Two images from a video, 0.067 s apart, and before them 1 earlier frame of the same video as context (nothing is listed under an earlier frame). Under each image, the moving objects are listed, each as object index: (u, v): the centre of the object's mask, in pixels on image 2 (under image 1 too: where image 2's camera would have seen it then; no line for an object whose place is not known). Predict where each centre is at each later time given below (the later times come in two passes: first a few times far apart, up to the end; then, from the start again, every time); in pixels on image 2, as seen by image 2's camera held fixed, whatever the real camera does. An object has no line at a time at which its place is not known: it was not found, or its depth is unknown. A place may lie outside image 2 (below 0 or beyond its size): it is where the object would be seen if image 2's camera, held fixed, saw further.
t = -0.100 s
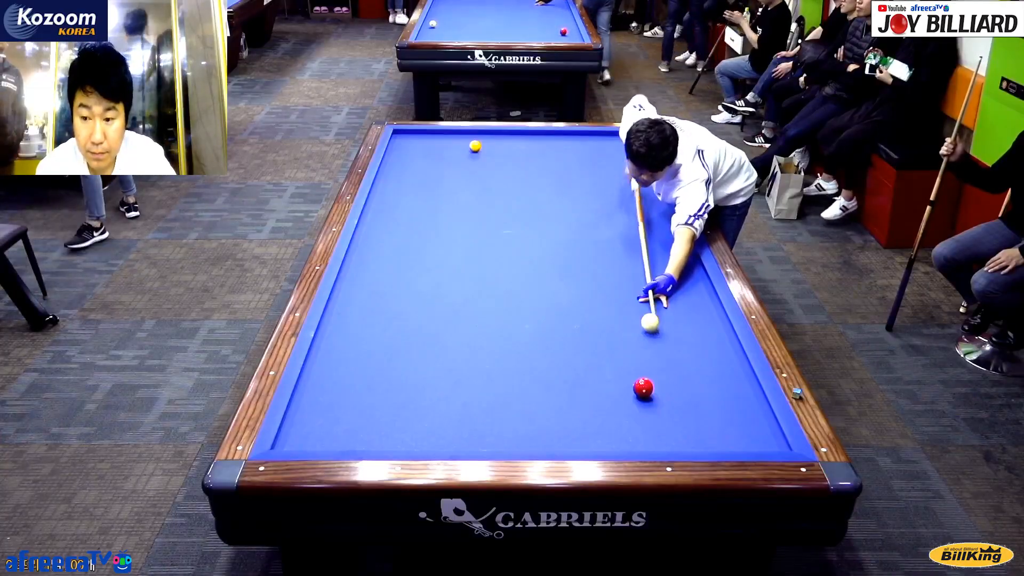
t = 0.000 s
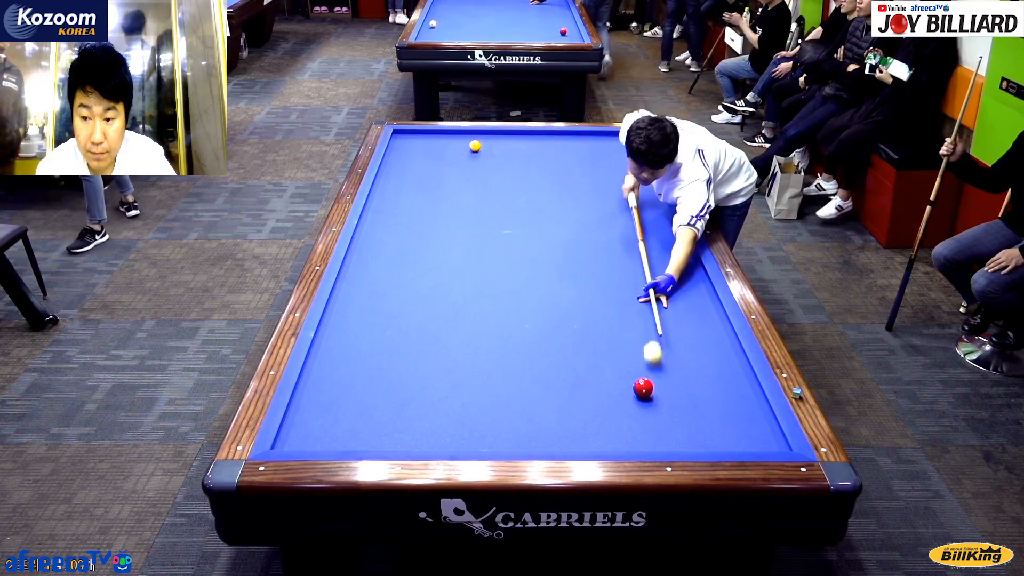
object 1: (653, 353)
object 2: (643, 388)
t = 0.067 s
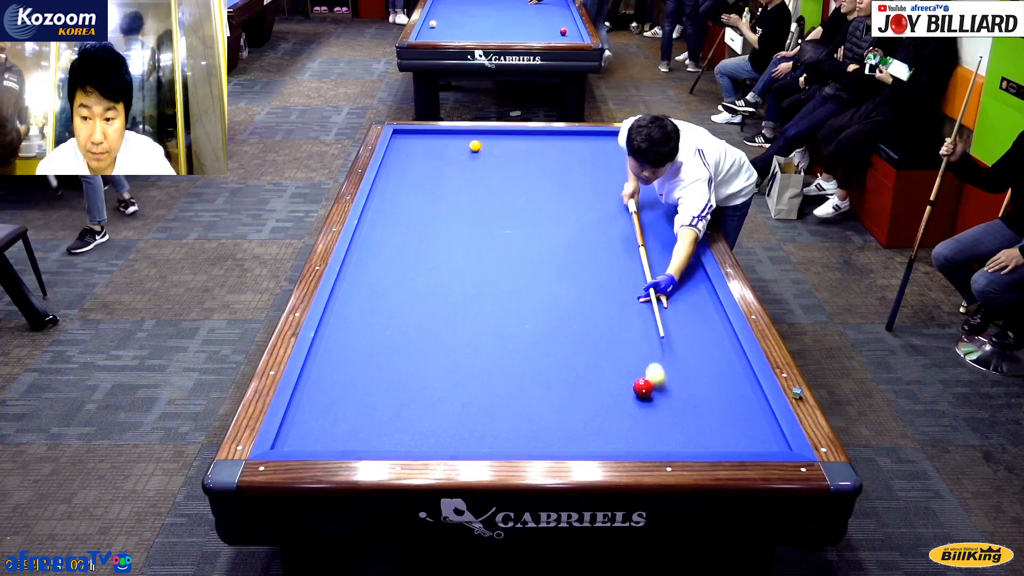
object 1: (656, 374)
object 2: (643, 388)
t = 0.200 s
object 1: (694, 405)
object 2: (611, 405)
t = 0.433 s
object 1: (757, 430)
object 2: (560, 433)
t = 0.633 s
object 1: (733, 400)
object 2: (520, 437)
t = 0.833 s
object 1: (695, 375)
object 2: (487, 424)
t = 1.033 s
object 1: (660, 352)
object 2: (456, 412)
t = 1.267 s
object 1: (623, 328)
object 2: (422, 399)
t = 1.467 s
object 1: (595, 309)
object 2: (394, 388)
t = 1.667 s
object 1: (569, 293)
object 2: (368, 378)
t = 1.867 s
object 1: (545, 277)
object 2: (343, 368)
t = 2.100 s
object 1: (519, 261)
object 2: (316, 358)
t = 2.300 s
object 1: (499, 247)
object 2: (333, 349)
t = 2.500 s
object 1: (480, 235)
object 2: (349, 341)
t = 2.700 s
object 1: (463, 224)
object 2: (365, 333)
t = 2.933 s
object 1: (444, 211)
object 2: (382, 324)
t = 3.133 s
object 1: (430, 202)
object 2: (396, 318)
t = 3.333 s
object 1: (416, 193)
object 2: (410, 311)
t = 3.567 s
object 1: (401, 182)
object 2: (424, 304)
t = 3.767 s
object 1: (388, 174)
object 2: (436, 299)
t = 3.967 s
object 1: (388, 168)
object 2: (446, 293)
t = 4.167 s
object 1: (397, 162)
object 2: (457, 288)
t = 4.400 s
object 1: (406, 157)
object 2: (469, 282)
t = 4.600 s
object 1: (413, 152)
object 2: (478, 278)
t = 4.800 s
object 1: (421, 147)
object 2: (487, 273)
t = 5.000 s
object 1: (428, 143)
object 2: (495, 269)
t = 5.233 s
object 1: (435, 138)
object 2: (505, 265)
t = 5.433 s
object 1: (441, 135)
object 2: (512, 261)
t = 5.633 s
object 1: (447, 132)
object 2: (520, 258)
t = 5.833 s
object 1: (450, 133)
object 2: (527, 255)
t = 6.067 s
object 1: (453, 136)
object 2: (534, 251)
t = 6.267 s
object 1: (456, 138)
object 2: (540, 248)
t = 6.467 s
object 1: (458, 140)
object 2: (546, 245)
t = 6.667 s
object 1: (461, 142)
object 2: (551, 243)
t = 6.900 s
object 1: (463, 144)
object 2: (557, 240)
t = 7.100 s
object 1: (464, 145)
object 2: (562, 238)
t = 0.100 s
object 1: (663, 383)
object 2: (637, 390)
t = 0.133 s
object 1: (673, 390)
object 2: (628, 396)
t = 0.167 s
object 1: (684, 397)
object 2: (619, 401)
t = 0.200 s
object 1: (694, 405)
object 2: (611, 405)
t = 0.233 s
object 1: (704, 413)
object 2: (603, 410)
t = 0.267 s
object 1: (713, 421)
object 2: (596, 414)
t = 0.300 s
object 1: (723, 429)
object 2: (589, 418)
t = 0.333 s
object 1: (734, 438)
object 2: (581, 422)
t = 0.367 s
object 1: (744, 442)
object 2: (574, 426)
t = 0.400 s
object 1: (751, 437)
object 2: (567, 430)
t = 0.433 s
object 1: (757, 430)
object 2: (560, 433)
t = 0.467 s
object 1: (764, 424)
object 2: (553, 437)
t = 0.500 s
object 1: (765, 419)
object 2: (545, 440)
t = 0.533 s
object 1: (756, 414)
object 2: (537, 442)
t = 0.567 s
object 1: (747, 409)
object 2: (531, 440)
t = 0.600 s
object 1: (740, 404)
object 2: (526, 439)
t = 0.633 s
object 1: (733, 400)
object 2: (520, 437)
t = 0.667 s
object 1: (727, 396)
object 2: (515, 435)
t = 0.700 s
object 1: (720, 391)
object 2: (509, 433)
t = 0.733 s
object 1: (714, 387)
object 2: (504, 431)
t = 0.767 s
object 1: (707, 383)
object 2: (498, 429)
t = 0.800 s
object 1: (701, 379)
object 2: (493, 426)
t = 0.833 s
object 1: (695, 375)
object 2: (487, 424)
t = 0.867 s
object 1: (689, 371)
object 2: (482, 422)
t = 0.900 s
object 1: (683, 367)
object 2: (477, 420)
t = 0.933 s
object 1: (677, 363)
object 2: (471, 418)
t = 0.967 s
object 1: (671, 359)
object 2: (466, 416)
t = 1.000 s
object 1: (666, 356)
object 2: (461, 414)
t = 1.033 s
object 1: (660, 352)
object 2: (456, 412)
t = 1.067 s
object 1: (655, 348)
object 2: (451, 410)
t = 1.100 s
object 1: (649, 345)
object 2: (446, 408)
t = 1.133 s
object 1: (644, 341)
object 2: (441, 407)
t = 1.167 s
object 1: (638, 338)
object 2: (436, 405)
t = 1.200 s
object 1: (633, 335)
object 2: (431, 403)
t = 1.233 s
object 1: (628, 331)
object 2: (427, 401)
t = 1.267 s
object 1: (623, 328)
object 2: (422, 399)
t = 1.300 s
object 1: (618, 325)
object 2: (417, 397)
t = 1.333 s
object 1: (613, 322)
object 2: (413, 395)
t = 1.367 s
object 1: (608, 319)
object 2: (408, 394)
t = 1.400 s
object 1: (604, 315)
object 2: (404, 392)
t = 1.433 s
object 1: (599, 313)
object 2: (399, 390)
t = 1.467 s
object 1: (595, 309)
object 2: (394, 388)
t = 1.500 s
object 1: (590, 307)
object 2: (390, 386)
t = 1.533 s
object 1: (586, 304)
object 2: (385, 385)
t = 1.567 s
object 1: (581, 301)
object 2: (381, 383)
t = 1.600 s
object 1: (577, 298)
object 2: (377, 381)
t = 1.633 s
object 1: (573, 295)
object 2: (373, 379)
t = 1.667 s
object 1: (569, 293)
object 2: (368, 378)
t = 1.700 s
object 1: (564, 290)
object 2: (364, 377)
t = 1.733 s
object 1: (560, 287)
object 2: (360, 375)
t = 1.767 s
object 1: (556, 285)
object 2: (356, 373)
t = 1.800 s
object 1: (553, 282)
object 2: (351, 372)
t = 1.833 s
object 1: (549, 280)
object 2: (348, 370)
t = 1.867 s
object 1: (545, 277)
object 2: (343, 368)
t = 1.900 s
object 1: (541, 275)
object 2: (340, 367)
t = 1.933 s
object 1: (537, 272)
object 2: (336, 365)
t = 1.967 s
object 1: (534, 270)
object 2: (331, 364)
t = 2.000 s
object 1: (530, 268)
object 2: (328, 363)
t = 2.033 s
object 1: (526, 265)
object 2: (324, 361)
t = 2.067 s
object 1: (523, 263)
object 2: (320, 359)
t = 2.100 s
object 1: (519, 261)
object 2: (316, 358)
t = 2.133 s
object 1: (516, 258)
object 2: (317, 356)
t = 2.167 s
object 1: (512, 256)
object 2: (321, 354)
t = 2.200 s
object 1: (509, 254)
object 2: (324, 353)
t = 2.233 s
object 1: (506, 252)
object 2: (327, 352)
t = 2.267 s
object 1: (502, 249)
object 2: (330, 350)
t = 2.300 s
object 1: (499, 247)
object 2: (333, 349)
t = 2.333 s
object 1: (496, 245)
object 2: (336, 347)
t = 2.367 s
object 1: (493, 243)
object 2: (338, 346)
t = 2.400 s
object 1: (490, 241)
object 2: (341, 345)
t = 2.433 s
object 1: (486, 239)
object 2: (344, 343)
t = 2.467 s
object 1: (483, 237)
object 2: (347, 342)
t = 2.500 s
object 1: (480, 235)
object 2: (349, 341)
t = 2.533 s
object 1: (477, 233)
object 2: (352, 339)
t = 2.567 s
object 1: (474, 232)
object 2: (355, 338)
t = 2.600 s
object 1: (472, 230)
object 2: (357, 337)
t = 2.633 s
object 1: (469, 228)
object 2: (360, 336)
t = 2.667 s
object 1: (466, 226)
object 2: (362, 335)
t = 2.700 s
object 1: (463, 224)
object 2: (365, 333)
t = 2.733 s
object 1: (460, 222)
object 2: (368, 332)
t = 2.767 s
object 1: (458, 220)
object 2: (370, 330)
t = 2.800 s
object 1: (455, 219)
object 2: (373, 329)
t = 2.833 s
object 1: (452, 217)
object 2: (375, 328)
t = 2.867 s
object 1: (450, 215)
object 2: (378, 327)
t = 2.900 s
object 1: (447, 213)
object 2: (380, 325)
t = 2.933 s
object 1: (444, 211)
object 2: (382, 324)
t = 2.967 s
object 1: (442, 210)
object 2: (385, 323)
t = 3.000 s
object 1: (439, 208)
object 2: (387, 322)
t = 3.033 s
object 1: (437, 207)
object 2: (389, 321)
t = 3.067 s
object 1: (434, 205)
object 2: (392, 320)
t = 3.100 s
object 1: (432, 203)
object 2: (394, 319)
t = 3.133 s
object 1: (430, 202)
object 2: (396, 318)
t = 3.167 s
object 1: (427, 200)
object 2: (399, 317)
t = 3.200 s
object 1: (425, 199)
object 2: (401, 316)
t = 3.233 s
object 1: (422, 197)
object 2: (403, 314)
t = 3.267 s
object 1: (420, 195)
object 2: (405, 313)
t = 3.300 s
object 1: (418, 194)
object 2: (407, 312)
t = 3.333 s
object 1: (416, 193)
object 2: (410, 311)
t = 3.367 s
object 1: (413, 191)
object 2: (412, 310)
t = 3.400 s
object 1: (411, 190)
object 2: (414, 309)
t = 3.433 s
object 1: (409, 188)
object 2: (416, 308)
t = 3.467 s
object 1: (407, 187)
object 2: (418, 307)
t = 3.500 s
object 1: (405, 185)
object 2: (420, 306)
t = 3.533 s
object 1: (403, 184)
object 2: (422, 305)
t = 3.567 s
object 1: (401, 182)
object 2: (424, 304)
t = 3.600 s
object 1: (399, 181)
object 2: (426, 303)
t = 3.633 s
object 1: (397, 180)
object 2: (428, 302)
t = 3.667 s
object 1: (394, 178)
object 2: (430, 301)
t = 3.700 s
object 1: (393, 177)
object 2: (432, 300)
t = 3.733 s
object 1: (391, 176)
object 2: (434, 299)
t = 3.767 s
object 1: (388, 174)
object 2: (436, 299)
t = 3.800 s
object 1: (387, 173)
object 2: (437, 298)
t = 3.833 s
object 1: (385, 172)
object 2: (439, 297)
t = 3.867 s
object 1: (383, 171)
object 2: (441, 296)
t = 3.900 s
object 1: (385, 170)
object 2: (443, 295)
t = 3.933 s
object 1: (387, 169)
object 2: (445, 294)
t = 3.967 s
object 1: (388, 168)
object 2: (446, 293)
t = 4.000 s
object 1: (390, 167)
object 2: (448, 292)
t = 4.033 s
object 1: (391, 166)
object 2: (450, 291)
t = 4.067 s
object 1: (393, 165)
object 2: (452, 290)
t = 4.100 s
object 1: (394, 164)
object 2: (454, 289)
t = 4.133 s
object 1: (395, 163)
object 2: (455, 289)
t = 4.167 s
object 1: (397, 162)
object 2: (457, 288)
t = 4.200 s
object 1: (398, 162)
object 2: (459, 287)
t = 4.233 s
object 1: (399, 161)
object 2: (461, 286)
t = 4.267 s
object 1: (401, 160)
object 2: (462, 285)
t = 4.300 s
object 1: (402, 159)
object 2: (464, 284)
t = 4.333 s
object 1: (403, 158)
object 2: (466, 284)
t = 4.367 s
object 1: (405, 157)
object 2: (467, 283)
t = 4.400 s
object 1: (406, 157)
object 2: (469, 282)
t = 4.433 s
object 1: (407, 156)
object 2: (471, 281)
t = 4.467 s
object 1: (409, 155)
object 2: (472, 281)
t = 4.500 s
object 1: (410, 154)
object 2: (473, 280)
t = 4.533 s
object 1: (411, 153)
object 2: (475, 279)
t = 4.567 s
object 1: (412, 153)
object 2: (477, 278)
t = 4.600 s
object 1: (413, 152)
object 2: (478, 278)
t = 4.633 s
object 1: (415, 151)
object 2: (480, 277)
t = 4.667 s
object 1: (416, 150)
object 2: (481, 276)
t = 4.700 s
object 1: (417, 150)
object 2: (483, 275)
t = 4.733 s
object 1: (418, 149)
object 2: (484, 275)
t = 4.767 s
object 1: (420, 148)
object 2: (486, 274)
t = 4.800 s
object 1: (421, 147)
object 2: (487, 273)
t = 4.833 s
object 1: (422, 147)
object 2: (488, 273)
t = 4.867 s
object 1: (423, 146)
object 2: (490, 272)
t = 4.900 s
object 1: (424, 145)
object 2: (491, 271)
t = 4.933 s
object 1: (426, 144)
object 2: (493, 270)
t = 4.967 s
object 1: (427, 144)
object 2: (494, 270)
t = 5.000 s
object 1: (428, 143)
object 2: (495, 269)
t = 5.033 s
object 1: (429, 142)
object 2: (497, 269)
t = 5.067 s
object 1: (430, 142)
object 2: (498, 268)
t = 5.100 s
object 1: (431, 141)
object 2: (500, 267)
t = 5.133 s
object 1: (432, 140)
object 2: (501, 267)
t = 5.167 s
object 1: (433, 140)
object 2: (502, 266)
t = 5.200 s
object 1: (434, 139)
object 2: (503, 265)
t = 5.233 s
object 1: (435, 138)
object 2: (505, 265)
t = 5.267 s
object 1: (436, 138)
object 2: (506, 264)
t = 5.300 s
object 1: (437, 137)
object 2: (507, 264)
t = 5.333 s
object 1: (438, 136)
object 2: (509, 263)
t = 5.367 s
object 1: (440, 136)
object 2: (510, 262)
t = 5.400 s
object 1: (441, 135)
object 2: (511, 262)
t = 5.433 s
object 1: (441, 135)
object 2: (512, 261)
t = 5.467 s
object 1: (442, 134)
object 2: (514, 260)
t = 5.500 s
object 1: (443, 133)
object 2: (515, 260)
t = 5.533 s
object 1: (444, 133)
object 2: (516, 259)
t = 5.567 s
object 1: (446, 132)
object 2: (517, 259)
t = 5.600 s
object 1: (446, 131)
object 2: (519, 258)
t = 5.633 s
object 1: (447, 132)
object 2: (520, 258)
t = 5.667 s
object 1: (447, 132)
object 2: (521, 257)
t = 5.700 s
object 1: (448, 132)
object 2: (522, 256)
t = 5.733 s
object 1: (448, 133)
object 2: (523, 256)
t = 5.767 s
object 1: (449, 133)
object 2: (524, 255)
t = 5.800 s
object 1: (450, 133)
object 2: (526, 255)
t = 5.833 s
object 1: (450, 133)
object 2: (527, 255)
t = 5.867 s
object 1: (450, 134)
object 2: (528, 254)
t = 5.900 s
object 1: (451, 134)
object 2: (529, 253)
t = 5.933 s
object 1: (451, 135)
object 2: (530, 253)
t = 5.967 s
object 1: (452, 135)
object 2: (531, 252)
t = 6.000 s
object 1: (452, 135)
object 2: (532, 252)
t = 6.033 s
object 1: (453, 136)
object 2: (533, 251)
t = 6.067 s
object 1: (453, 136)
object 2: (534, 251)
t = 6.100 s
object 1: (454, 136)
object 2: (535, 250)
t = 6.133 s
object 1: (454, 137)
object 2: (536, 250)
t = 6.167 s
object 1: (455, 137)
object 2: (537, 250)
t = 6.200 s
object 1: (455, 137)
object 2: (538, 249)
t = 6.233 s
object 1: (456, 137)
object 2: (539, 249)
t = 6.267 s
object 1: (456, 138)
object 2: (540, 248)
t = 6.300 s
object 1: (456, 138)
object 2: (541, 248)
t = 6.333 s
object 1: (457, 138)
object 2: (542, 247)
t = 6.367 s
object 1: (457, 139)
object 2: (543, 247)
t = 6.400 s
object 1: (458, 139)
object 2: (544, 246)
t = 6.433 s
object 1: (458, 139)
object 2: (545, 246)
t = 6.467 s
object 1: (458, 140)
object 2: (546, 245)
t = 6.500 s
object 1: (459, 140)
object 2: (547, 245)
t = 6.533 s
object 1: (459, 140)
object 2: (548, 244)
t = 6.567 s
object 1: (460, 141)
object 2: (549, 244)
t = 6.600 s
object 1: (460, 141)
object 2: (549, 244)
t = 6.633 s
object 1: (460, 141)
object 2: (550, 243)
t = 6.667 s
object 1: (461, 142)
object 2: (551, 243)
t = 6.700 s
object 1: (461, 142)
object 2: (552, 243)
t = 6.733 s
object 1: (462, 142)
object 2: (553, 242)
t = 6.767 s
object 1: (462, 142)
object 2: (554, 242)
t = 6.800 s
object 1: (462, 143)
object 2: (555, 241)
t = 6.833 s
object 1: (463, 143)
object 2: (556, 241)
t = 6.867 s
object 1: (463, 143)
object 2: (556, 241)
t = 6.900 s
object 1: (463, 144)
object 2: (557, 240)
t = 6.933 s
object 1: (464, 144)
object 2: (558, 240)
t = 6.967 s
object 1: (464, 144)
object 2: (559, 240)
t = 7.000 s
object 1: (464, 144)
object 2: (560, 239)
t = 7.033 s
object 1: (464, 145)
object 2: (561, 239)
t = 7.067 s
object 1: (464, 145)
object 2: (561, 238)
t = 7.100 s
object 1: (464, 145)
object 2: (562, 238)
